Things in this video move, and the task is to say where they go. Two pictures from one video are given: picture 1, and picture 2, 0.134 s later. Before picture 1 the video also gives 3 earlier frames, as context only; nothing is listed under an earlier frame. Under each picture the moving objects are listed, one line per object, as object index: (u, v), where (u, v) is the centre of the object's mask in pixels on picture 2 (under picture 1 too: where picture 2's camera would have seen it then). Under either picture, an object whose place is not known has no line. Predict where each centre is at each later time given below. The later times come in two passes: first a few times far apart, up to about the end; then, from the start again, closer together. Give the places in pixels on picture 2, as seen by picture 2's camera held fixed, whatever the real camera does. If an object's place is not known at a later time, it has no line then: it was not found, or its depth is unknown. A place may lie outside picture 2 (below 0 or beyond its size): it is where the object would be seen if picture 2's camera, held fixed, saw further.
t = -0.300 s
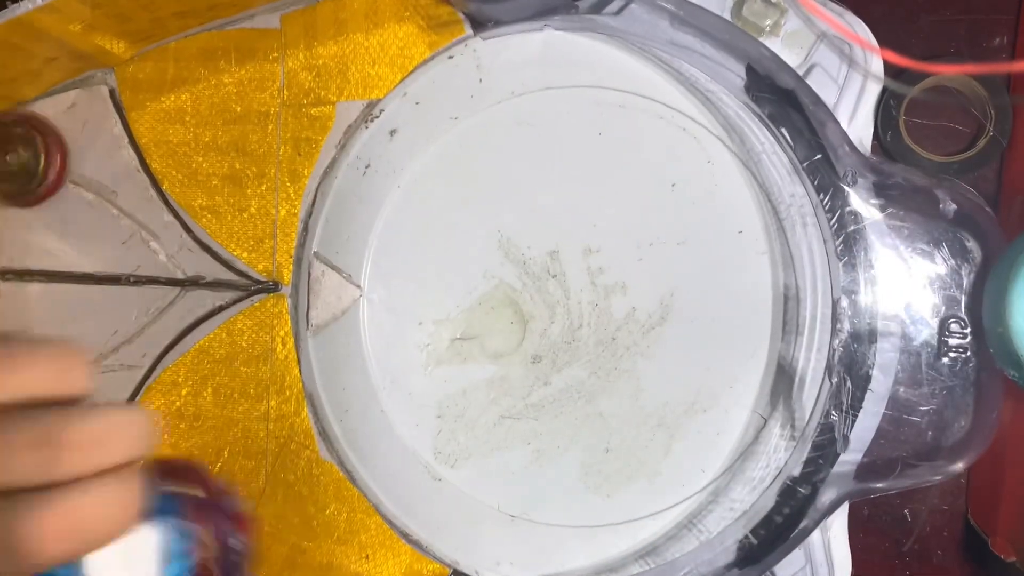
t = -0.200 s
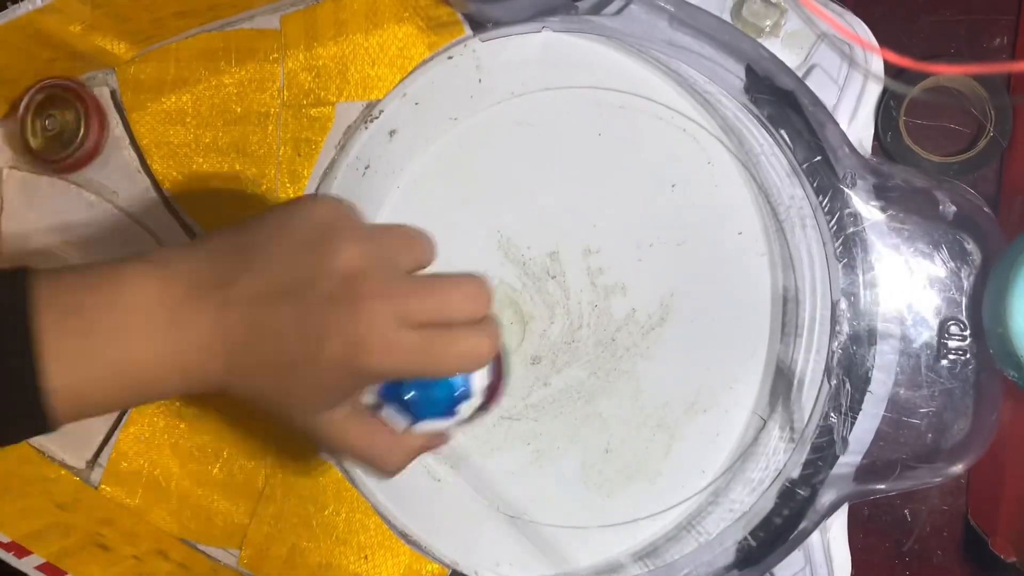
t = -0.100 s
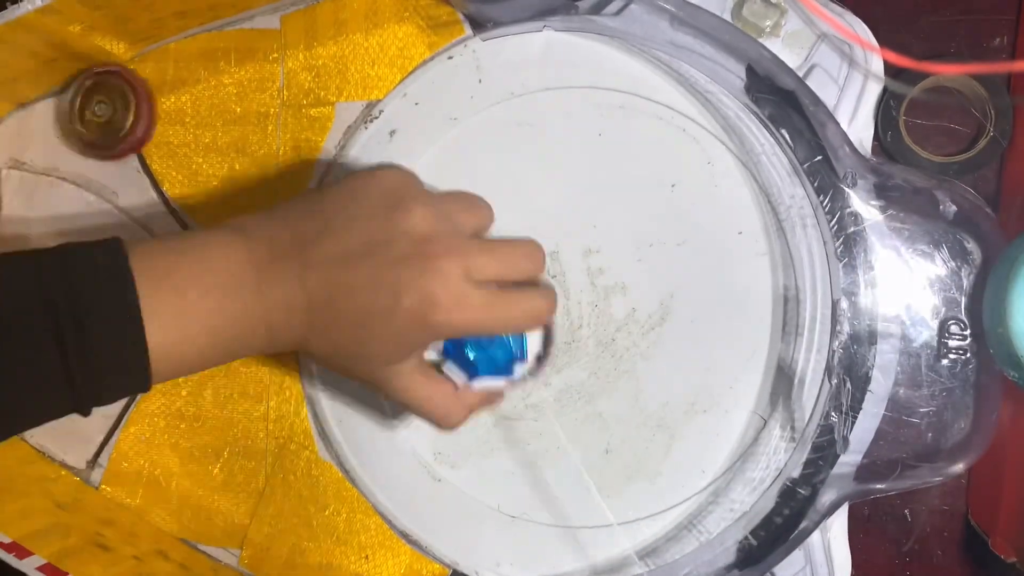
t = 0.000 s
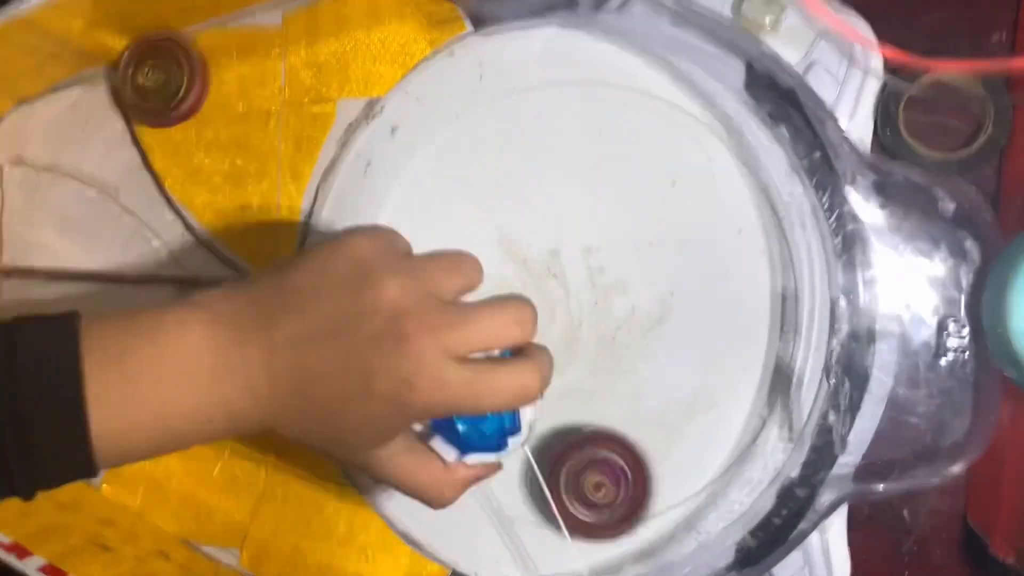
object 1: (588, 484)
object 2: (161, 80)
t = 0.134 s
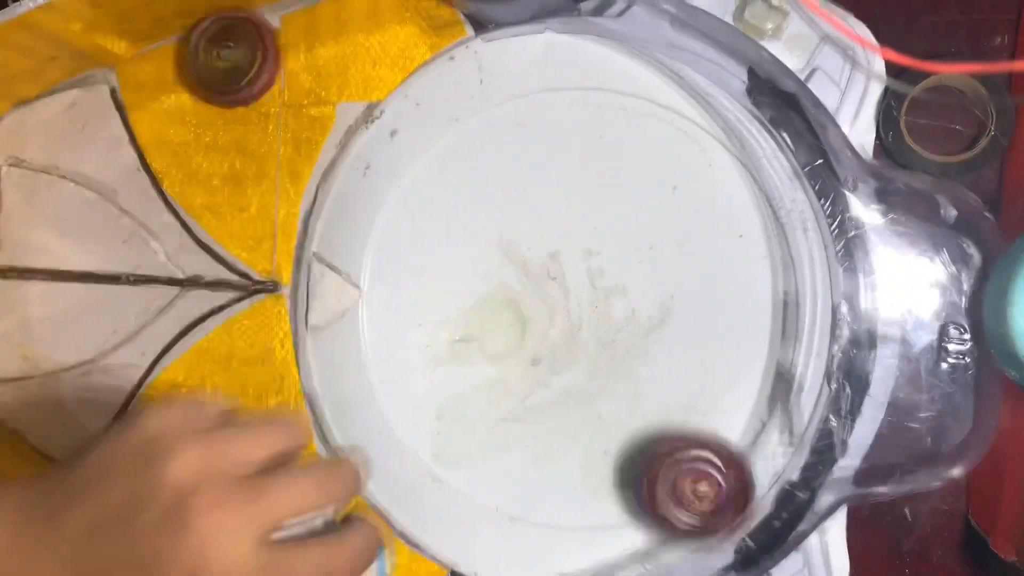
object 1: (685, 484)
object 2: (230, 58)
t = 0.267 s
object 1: (698, 282)
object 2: (309, 42)
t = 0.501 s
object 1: (531, 115)
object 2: (406, 61)
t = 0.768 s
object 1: (650, 489)
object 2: (195, 140)
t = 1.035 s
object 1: (513, 221)
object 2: (136, 126)
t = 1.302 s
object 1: (486, 159)
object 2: (135, 106)
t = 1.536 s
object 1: (543, 362)
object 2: (161, 94)
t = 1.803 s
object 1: (709, 430)
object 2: (197, 107)
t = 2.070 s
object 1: (680, 202)
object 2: (329, 110)
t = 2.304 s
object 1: (558, 191)
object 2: (357, 118)
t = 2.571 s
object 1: (640, 424)
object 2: (269, 71)
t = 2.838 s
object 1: (656, 368)
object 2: (255, 88)
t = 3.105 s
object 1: (568, 224)
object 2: (249, 53)
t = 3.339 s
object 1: (463, 291)
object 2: (261, 117)
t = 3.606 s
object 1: (558, 392)
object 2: (423, 183)
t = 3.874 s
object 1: (619, 465)
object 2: (779, 209)
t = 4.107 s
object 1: (600, 449)
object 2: (767, 453)
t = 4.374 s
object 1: (556, 272)
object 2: (338, 485)
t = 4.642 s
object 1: (442, 291)
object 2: (134, 321)
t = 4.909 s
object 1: (516, 376)
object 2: (285, 341)
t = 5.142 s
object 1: (558, 261)
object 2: (483, 350)
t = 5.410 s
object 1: (629, 127)
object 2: (475, 360)
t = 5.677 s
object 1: (529, 220)
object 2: (508, 350)
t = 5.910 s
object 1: (555, 186)
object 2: (535, 348)
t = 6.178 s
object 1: (593, 218)
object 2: (589, 339)
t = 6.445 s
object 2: (601, 375)
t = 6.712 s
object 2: (596, 367)
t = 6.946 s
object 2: (583, 360)
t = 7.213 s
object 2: (556, 355)
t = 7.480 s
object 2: (530, 333)
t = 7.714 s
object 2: (524, 319)
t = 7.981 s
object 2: (517, 292)
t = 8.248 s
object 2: (522, 295)
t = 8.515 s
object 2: (517, 296)
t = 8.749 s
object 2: (519, 297)
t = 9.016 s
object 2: (517, 291)
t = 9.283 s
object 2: (523, 279)
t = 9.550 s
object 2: (525, 260)
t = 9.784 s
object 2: (532, 244)
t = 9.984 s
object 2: (540, 240)
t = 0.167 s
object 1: (698, 445)
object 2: (249, 53)
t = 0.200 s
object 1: (701, 397)
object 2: (271, 47)
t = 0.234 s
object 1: (705, 347)
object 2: (288, 45)
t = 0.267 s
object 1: (698, 282)
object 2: (309, 42)
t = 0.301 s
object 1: (690, 225)
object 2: (328, 41)
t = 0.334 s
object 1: (677, 175)
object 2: (344, 43)
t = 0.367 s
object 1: (649, 117)
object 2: (362, 46)
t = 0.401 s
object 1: (615, 78)
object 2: (380, 49)
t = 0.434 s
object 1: (588, 52)
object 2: (395, 54)
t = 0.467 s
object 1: (540, 69)
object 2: (413, 61)
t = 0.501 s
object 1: (531, 115)
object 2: (406, 61)
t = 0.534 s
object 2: (356, 45)
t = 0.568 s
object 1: (610, 277)
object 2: (308, 38)
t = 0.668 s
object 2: (236, 107)
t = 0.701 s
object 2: (221, 120)
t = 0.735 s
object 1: (663, 505)
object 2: (207, 132)
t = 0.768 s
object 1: (650, 489)
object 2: (195, 140)
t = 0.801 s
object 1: (627, 463)
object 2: (187, 144)
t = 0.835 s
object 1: (606, 428)
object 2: (179, 146)
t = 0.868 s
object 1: (586, 396)
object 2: (173, 149)
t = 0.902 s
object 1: (567, 361)
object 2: (167, 147)
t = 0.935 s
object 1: (550, 320)
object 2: (158, 143)
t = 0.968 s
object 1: (536, 286)
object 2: (151, 138)
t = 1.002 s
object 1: (522, 254)
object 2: (145, 133)
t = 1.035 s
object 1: (513, 221)
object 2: (136, 126)
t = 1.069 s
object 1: (504, 193)
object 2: (129, 122)
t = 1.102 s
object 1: (498, 174)
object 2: (121, 118)
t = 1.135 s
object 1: (493, 154)
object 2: (116, 113)
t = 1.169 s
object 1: (488, 144)
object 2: (113, 105)
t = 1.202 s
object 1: (486, 140)
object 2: (118, 103)
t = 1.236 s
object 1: (485, 139)
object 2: (125, 105)
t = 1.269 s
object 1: (486, 149)
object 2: (130, 106)
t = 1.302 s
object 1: (486, 159)
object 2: (135, 106)
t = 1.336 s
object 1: (487, 182)
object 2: (141, 105)
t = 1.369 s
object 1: (490, 201)
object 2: (145, 103)
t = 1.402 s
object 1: (494, 234)
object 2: (149, 101)
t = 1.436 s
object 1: (500, 265)
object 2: (154, 98)
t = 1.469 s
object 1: (509, 297)
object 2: (156, 96)
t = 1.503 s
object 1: (527, 332)
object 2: (160, 95)
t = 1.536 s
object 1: (543, 362)
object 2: (161, 94)
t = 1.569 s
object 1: (563, 386)
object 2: (163, 93)
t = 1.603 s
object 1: (587, 413)
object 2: (165, 92)
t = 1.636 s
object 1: (605, 428)
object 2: (166, 92)
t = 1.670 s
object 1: (630, 441)
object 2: (168, 92)
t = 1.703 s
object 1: (653, 450)
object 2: (171, 95)
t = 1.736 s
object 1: (673, 448)
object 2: (177, 97)
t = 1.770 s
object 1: (694, 443)
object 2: (186, 101)
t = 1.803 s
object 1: (709, 430)
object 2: (197, 107)
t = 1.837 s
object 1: (723, 413)
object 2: (209, 112)
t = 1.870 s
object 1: (736, 389)
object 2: (223, 113)
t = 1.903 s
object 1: (739, 363)
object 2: (240, 114)
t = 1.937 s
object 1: (741, 334)
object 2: (256, 115)
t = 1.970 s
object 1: (737, 299)
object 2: (273, 114)
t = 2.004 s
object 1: (723, 265)
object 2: (293, 111)
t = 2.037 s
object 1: (706, 232)
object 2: (310, 111)
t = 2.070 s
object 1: (680, 202)
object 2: (329, 110)
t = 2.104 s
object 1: (649, 175)
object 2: (346, 106)
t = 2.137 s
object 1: (615, 154)
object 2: (357, 107)
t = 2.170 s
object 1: (578, 139)
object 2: (374, 111)
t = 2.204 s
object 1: (536, 131)
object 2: (401, 116)
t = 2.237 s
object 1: (520, 137)
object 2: (406, 118)
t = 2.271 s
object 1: (539, 162)
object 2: (378, 117)
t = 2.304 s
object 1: (558, 191)
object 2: (357, 118)
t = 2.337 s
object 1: (573, 219)
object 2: (349, 118)
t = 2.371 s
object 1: (591, 258)
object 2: (341, 117)
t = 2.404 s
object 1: (604, 292)
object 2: (328, 117)
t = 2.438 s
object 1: (614, 325)
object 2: (313, 113)
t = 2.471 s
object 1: (623, 360)
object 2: (298, 105)
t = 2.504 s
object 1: (629, 383)
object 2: (286, 94)
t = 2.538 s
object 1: (634, 408)
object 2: (279, 84)
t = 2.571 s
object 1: (640, 424)
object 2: (269, 71)
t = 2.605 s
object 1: (643, 435)
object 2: (258, 58)
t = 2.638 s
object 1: (646, 443)
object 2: (252, 49)
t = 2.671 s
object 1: (650, 443)
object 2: (252, 62)
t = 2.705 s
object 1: (653, 439)
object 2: (255, 70)
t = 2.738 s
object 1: (656, 428)
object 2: (259, 76)
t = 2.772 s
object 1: (657, 412)
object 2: (257, 82)
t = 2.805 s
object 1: (659, 394)
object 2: (255, 87)
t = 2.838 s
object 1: (656, 368)
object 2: (255, 88)
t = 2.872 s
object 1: (655, 342)
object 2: (254, 87)
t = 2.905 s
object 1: (651, 316)
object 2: (254, 84)
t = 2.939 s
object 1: (643, 290)
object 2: (254, 78)
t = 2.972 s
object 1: (632, 269)
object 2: (254, 72)
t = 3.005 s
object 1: (620, 252)
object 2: (253, 64)
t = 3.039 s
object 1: (604, 238)
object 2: (250, 57)
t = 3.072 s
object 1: (587, 229)
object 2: (248, 51)
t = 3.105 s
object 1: (568, 224)
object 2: (249, 53)
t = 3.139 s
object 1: (549, 222)
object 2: (252, 59)
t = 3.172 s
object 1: (530, 226)
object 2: (253, 64)
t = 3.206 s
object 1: (512, 232)
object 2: (255, 71)
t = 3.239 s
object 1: (491, 245)
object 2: (255, 80)
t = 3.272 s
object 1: (477, 257)
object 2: (258, 91)
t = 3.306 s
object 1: (468, 271)
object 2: (258, 104)
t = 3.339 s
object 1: (463, 291)
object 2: (261, 117)
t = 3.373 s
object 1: (461, 304)
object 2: (268, 131)
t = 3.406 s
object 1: (462, 320)
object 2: (277, 142)
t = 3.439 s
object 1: (467, 336)
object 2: (288, 152)
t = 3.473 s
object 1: (474, 350)
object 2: (301, 159)
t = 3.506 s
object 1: (495, 371)
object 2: (328, 167)
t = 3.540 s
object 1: (518, 383)
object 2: (357, 173)
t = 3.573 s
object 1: (538, 390)
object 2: (389, 179)
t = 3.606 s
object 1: (558, 392)
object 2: (423, 183)
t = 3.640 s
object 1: (579, 391)
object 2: (468, 190)
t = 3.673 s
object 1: (596, 387)
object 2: (517, 198)
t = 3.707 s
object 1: (612, 377)
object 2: (563, 210)
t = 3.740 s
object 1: (626, 360)
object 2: (620, 233)
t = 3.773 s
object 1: (629, 369)
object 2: (668, 240)
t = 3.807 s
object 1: (628, 408)
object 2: (712, 220)
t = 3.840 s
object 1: (624, 442)
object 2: (756, 208)
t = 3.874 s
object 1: (619, 465)
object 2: (779, 209)
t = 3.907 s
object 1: (614, 483)
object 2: (794, 219)
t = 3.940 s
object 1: (610, 492)
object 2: (808, 240)
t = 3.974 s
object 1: (606, 496)
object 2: (811, 264)
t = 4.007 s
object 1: (603, 491)
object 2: (829, 306)
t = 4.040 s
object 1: (600, 482)
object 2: (820, 357)
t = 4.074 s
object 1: (600, 470)
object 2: (805, 401)
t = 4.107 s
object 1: (600, 449)
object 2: (767, 453)
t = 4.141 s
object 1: (602, 426)
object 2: (725, 493)
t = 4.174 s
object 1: (604, 401)
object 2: (675, 521)
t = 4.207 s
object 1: (605, 371)
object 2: (611, 539)
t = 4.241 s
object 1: (601, 345)
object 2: (557, 545)
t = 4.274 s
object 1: (596, 322)
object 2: (501, 542)
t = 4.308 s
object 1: (586, 301)
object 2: (435, 533)
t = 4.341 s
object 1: (572, 284)
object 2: (385, 518)
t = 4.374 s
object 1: (556, 272)
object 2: (338, 485)
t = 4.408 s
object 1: (537, 260)
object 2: (293, 450)
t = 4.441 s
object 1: (518, 257)
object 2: (259, 424)
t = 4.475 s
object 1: (504, 255)
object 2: (224, 397)
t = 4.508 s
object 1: (484, 258)
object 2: (189, 371)
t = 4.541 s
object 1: (471, 261)
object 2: (162, 350)
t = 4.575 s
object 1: (458, 267)
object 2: (139, 337)
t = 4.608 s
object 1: (448, 279)
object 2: (129, 326)
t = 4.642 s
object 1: (442, 291)
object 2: (134, 321)
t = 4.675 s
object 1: (441, 304)
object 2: (156, 316)
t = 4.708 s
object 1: (444, 320)
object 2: (174, 313)
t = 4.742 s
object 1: (452, 333)
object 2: (187, 312)
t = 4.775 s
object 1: (467, 347)
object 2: (199, 312)
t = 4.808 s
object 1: (479, 360)
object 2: (215, 314)
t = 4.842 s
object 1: (491, 373)
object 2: (238, 323)
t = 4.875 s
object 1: (504, 378)
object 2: (264, 333)
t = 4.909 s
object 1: (516, 376)
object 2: (285, 341)
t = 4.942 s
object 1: (527, 371)
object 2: (306, 348)
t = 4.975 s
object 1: (539, 356)
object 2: (336, 353)
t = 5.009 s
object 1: (548, 341)
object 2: (364, 356)
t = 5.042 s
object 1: (550, 322)
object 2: (394, 355)
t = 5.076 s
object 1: (550, 301)
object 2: (432, 353)
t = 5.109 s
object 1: (548, 286)
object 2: (464, 349)
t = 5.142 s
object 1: (558, 261)
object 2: (483, 350)
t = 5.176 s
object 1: (586, 219)
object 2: (482, 360)
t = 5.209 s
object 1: (607, 188)
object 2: (480, 366)
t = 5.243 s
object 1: (623, 160)
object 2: (478, 370)
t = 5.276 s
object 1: (640, 133)
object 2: (476, 372)
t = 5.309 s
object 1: (647, 116)
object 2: (473, 370)
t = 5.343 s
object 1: (640, 114)
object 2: (473, 368)
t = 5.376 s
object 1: (636, 121)
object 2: (473, 364)
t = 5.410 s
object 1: (629, 127)
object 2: (475, 360)
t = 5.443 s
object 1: (617, 139)
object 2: (478, 356)
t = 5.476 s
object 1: (603, 154)
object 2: (482, 351)
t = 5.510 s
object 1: (589, 168)
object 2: (486, 347)
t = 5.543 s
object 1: (575, 187)
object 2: (493, 340)
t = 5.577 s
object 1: (556, 206)
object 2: (500, 334)
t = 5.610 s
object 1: (539, 226)
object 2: (506, 329)
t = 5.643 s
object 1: (531, 228)
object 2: (508, 338)
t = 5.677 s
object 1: (529, 220)
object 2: (508, 350)
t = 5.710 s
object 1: (530, 212)
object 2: (508, 354)
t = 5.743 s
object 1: (533, 207)
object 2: (512, 355)
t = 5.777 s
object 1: (538, 200)
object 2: (516, 354)
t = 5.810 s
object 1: (541, 196)
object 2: (521, 354)
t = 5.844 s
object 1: (547, 191)
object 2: (526, 352)
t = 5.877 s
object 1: (552, 189)
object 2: (530, 349)
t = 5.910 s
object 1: (555, 186)
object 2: (535, 348)
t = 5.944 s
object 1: (562, 186)
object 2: (540, 345)
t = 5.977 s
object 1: (567, 186)
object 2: (546, 343)
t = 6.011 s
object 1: (573, 189)
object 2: (553, 341)
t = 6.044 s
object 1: (576, 193)
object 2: (560, 339)
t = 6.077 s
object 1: (582, 198)
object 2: (566, 339)
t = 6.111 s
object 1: (584, 204)
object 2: (574, 338)
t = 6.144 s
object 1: (589, 209)
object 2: (583, 338)
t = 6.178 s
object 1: (593, 218)
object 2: (589, 339)
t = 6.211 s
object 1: (597, 225)
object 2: (595, 338)
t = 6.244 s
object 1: (602, 234)
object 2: (600, 338)
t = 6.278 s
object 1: (610, 231)
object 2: (602, 343)
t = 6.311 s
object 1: (620, 212)
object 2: (602, 365)
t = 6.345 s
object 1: (626, 198)
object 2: (600, 374)
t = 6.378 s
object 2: (601, 376)
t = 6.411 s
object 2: (600, 375)
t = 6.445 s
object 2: (601, 375)
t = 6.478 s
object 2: (599, 375)
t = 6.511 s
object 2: (599, 374)
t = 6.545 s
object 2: (598, 374)
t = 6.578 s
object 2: (598, 373)
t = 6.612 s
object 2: (599, 373)
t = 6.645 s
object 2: (598, 371)
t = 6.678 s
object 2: (597, 370)
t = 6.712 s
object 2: (596, 367)
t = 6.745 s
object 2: (595, 364)
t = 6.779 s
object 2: (594, 362)
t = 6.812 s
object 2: (592, 364)
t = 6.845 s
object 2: (590, 368)
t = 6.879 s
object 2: (587, 366)
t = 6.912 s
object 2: (585, 363)
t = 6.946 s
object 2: (583, 360)
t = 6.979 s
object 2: (581, 358)
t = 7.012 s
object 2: (578, 356)
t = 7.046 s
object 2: (574, 359)
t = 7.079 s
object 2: (569, 362)
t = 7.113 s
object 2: (566, 360)
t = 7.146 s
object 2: (562, 359)
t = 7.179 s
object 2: (559, 357)
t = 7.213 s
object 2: (556, 355)
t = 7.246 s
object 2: (551, 353)
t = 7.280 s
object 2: (548, 350)
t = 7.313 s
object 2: (545, 346)
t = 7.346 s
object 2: (542, 343)
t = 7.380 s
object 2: (538, 340)
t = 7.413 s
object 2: (536, 338)
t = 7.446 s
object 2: (532, 336)
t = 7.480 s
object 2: (530, 333)
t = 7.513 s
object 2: (529, 332)
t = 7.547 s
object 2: (527, 329)
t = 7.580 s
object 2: (525, 326)
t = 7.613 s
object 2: (523, 324)
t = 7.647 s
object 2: (522, 323)
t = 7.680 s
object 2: (523, 322)
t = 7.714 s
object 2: (524, 319)
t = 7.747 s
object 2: (524, 313)
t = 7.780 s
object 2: (522, 308)
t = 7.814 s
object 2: (519, 306)
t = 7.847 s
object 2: (518, 297)
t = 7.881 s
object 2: (515, 293)
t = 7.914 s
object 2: (515, 292)
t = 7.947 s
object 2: (516, 293)
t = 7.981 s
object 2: (517, 292)
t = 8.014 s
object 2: (519, 292)
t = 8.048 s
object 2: (519, 293)
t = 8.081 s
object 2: (520, 293)
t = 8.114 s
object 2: (521, 293)
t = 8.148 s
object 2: (522, 293)
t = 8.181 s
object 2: (522, 295)
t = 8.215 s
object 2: (522, 295)
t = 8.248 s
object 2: (522, 295)
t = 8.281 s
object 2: (522, 295)
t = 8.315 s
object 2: (521, 295)
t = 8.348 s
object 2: (518, 297)
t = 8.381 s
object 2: (516, 298)
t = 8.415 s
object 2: (515, 297)
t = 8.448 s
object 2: (516, 297)
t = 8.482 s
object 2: (517, 296)
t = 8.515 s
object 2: (517, 296)
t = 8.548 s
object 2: (519, 296)
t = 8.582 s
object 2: (519, 296)
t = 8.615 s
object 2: (519, 296)
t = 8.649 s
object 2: (518, 296)
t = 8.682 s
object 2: (519, 297)
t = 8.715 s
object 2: (519, 297)
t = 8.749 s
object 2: (519, 297)
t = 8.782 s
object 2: (519, 297)
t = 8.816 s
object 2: (518, 297)
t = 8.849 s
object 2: (517, 297)
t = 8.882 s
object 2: (519, 297)
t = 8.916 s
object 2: (519, 297)
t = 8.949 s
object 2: (519, 295)
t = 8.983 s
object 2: (519, 294)
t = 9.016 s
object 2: (517, 291)
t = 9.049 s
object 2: (518, 288)
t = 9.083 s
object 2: (518, 286)
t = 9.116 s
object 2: (518, 285)
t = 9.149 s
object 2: (518, 282)
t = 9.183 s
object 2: (519, 282)
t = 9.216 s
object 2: (521, 281)
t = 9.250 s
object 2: (522, 279)
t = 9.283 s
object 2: (523, 279)
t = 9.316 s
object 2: (522, 276)
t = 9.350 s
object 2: (524, 275)
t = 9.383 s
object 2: (523, 270)
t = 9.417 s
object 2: (523, 266)
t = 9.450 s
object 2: (523, 265)
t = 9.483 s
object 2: (524, 263)
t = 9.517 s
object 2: (525, 261)
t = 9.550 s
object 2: (525, 260)
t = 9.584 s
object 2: (527, 258)
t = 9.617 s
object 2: (528, 257)
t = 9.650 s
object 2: (528, 255)
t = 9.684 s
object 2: (529, 253)
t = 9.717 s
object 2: (530, 248)
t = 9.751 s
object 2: (530, 246)
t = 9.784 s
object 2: (532, 244)
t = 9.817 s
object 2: (532, 243)
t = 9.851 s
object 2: (534, 242)
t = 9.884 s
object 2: (535, 241)
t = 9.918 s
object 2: (537, 241)
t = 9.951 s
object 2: (538, 240)
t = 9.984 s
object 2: (540, 240)
